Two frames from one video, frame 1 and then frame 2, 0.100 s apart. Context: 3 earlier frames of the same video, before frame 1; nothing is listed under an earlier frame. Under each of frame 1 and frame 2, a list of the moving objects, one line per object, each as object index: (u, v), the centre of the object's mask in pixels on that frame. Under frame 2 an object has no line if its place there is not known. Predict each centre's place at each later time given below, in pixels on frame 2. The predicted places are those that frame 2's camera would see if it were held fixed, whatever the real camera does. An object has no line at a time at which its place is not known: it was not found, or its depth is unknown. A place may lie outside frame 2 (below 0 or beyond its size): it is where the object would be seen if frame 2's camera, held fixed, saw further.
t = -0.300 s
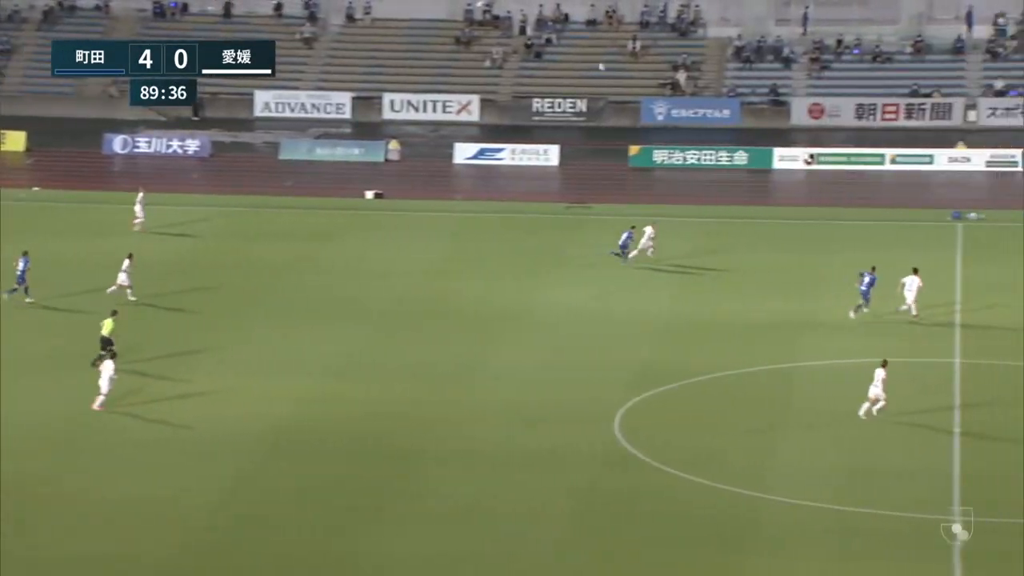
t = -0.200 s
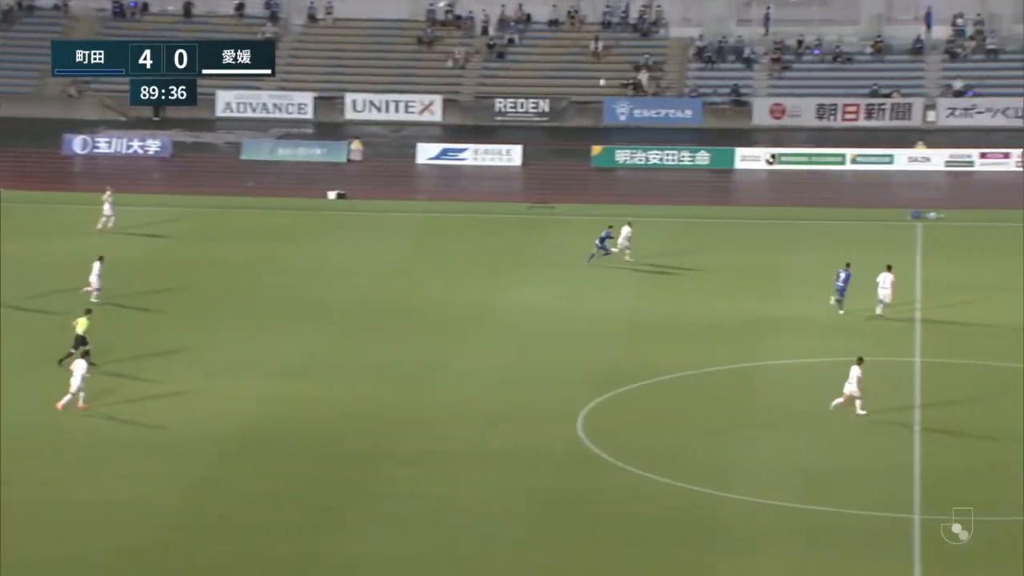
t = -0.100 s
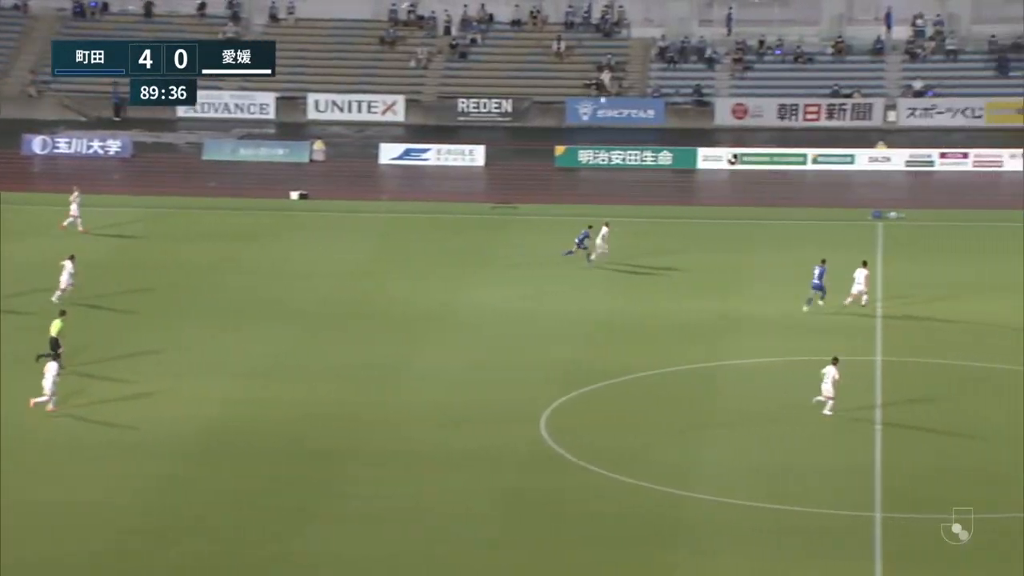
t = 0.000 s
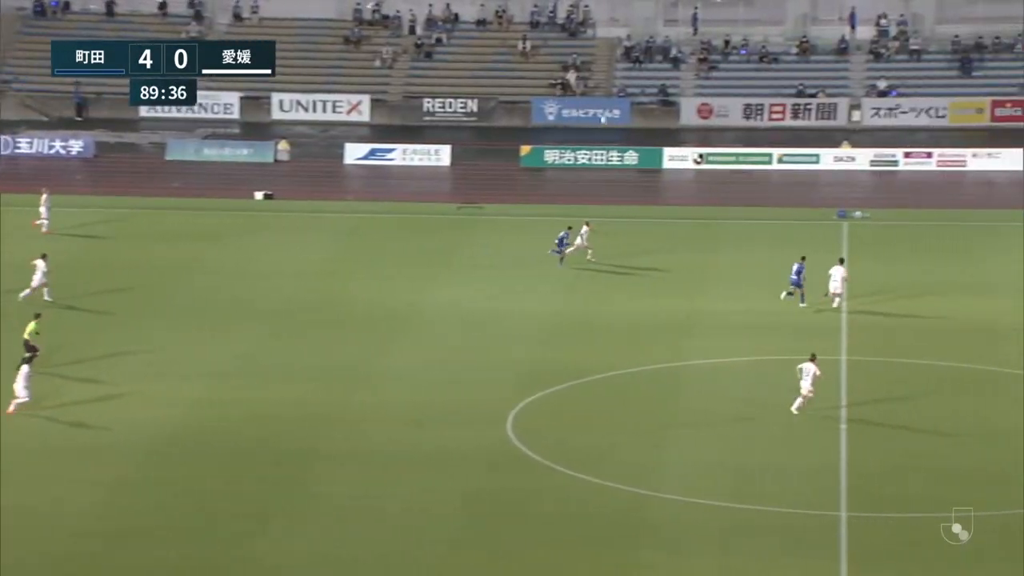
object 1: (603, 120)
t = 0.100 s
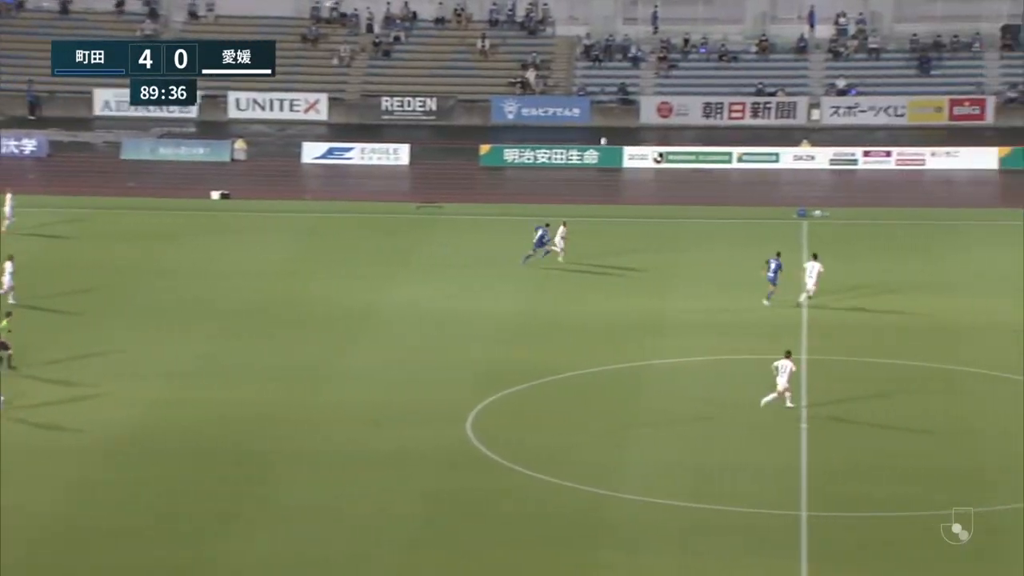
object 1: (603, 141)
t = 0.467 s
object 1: (736, 243)
